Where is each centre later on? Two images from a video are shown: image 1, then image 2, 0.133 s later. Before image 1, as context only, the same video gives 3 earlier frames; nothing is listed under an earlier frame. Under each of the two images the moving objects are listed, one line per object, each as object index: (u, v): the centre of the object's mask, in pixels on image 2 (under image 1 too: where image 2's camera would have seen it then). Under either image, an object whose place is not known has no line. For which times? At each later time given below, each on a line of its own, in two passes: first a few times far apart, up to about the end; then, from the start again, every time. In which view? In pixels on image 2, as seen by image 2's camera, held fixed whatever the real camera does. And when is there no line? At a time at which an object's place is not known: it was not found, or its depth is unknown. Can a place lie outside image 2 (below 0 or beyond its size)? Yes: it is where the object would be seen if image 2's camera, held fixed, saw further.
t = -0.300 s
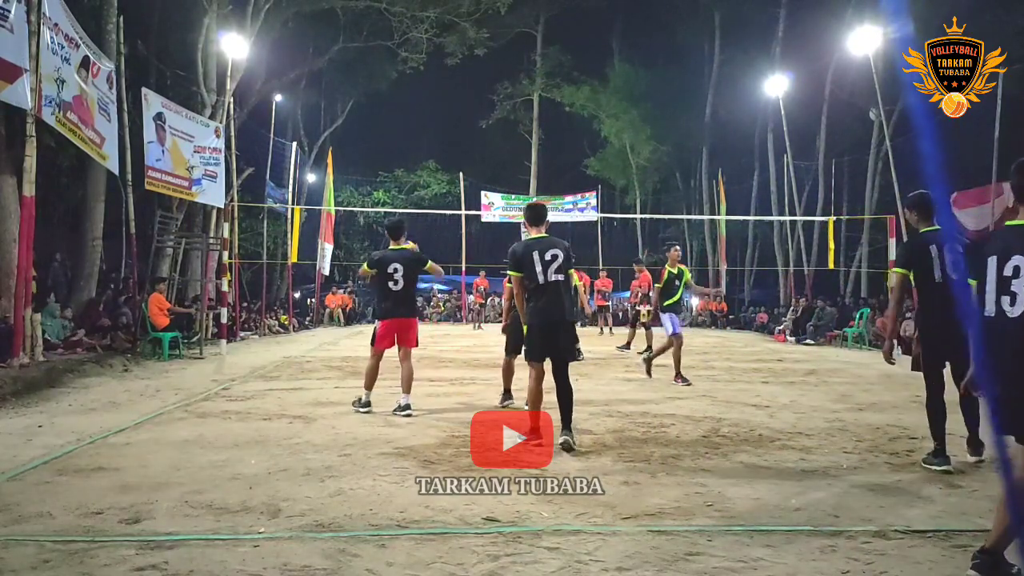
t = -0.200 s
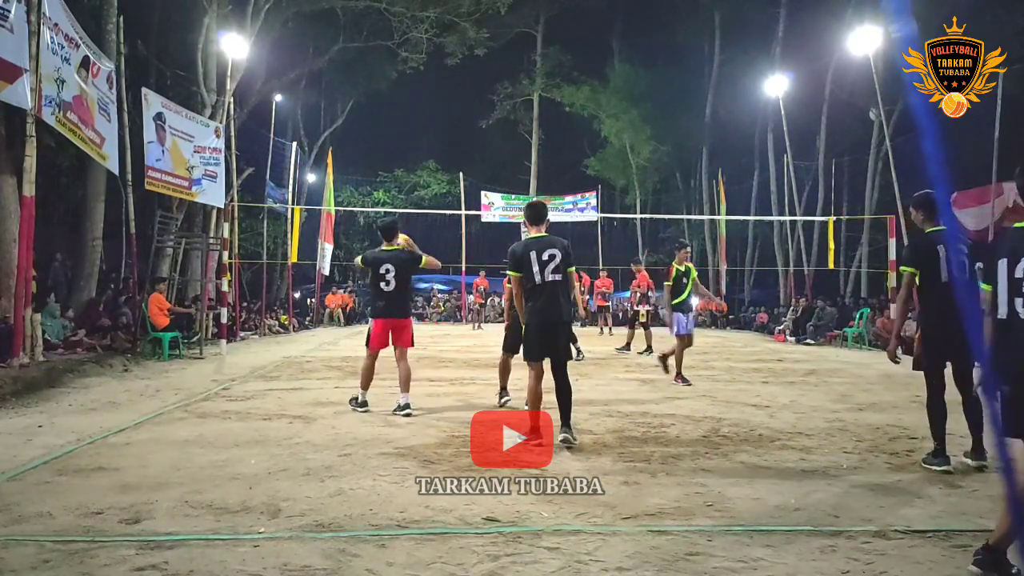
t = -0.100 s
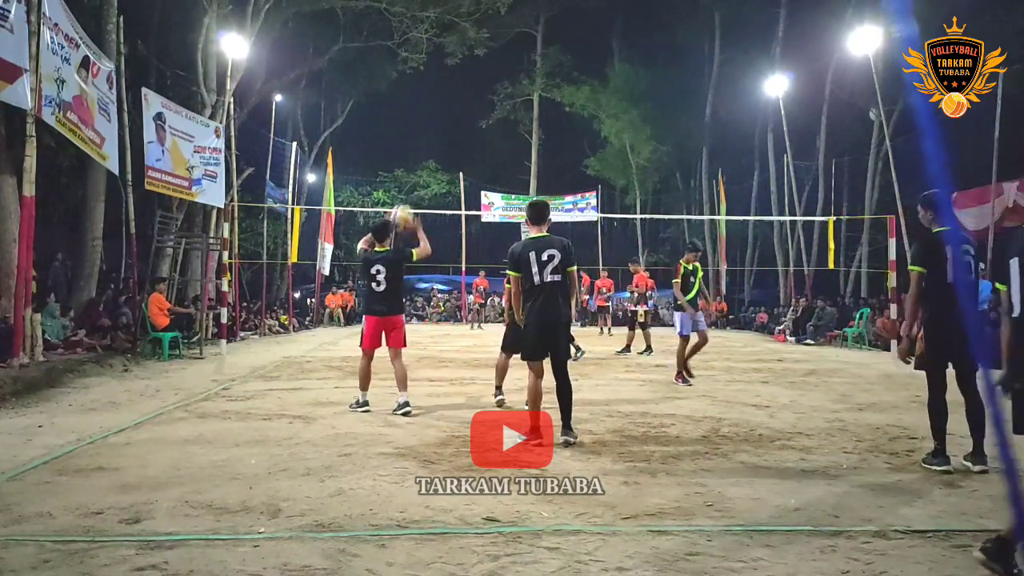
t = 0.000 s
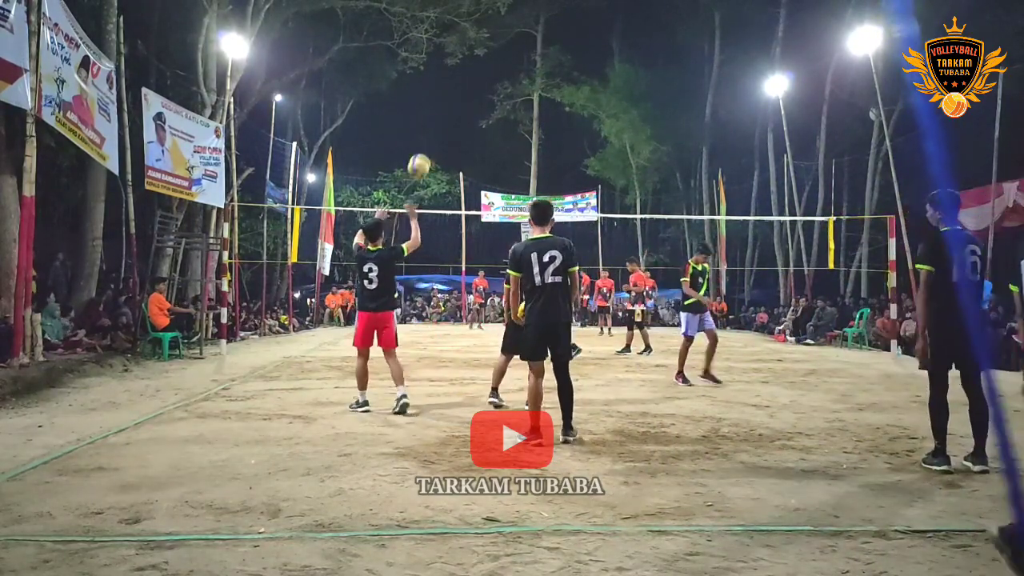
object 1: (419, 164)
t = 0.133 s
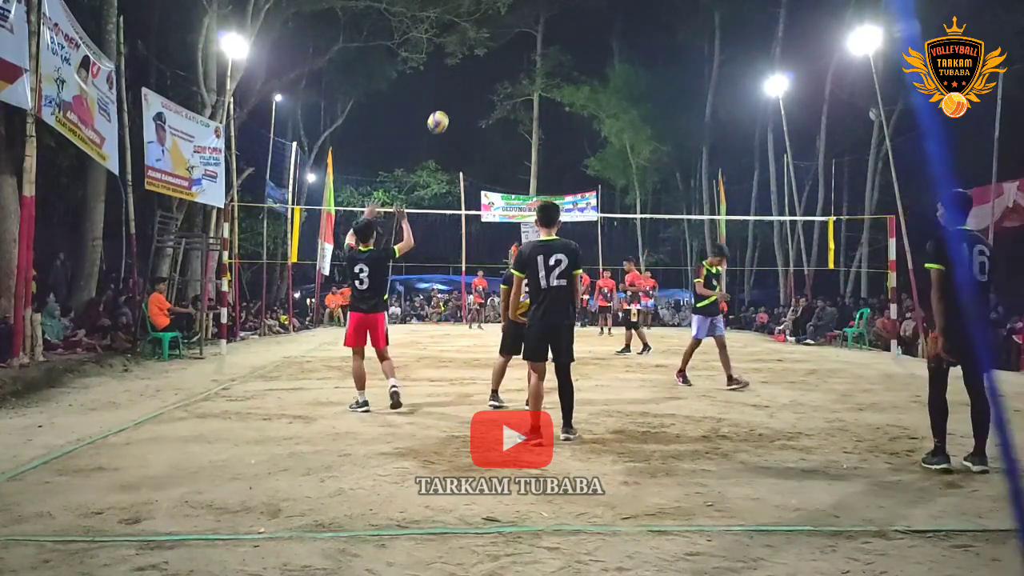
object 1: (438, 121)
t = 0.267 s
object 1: (453, 98)
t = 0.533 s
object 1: (477, 101)
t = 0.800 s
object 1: (495, 152)
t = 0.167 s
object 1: (441, 114)
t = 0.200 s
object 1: (446, 107)
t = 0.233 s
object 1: (449, 102)
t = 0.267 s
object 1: (453, 98)
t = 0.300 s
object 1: (456, 95)
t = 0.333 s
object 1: (460, 94)
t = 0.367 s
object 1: (462, 92)
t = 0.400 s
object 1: (466, 92)
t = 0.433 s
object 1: (468, 93)
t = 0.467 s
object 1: (471, 95)
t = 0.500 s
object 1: (474, 98)
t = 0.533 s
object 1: (477, 101)
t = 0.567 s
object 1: (479, 105)
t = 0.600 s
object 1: (482, 110)
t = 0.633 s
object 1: (484, 115)
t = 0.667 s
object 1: (486, 121)
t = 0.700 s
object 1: (488, 128)
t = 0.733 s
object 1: (490, 135)
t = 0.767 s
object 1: (493, 144)
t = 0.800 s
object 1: (495, 152)
